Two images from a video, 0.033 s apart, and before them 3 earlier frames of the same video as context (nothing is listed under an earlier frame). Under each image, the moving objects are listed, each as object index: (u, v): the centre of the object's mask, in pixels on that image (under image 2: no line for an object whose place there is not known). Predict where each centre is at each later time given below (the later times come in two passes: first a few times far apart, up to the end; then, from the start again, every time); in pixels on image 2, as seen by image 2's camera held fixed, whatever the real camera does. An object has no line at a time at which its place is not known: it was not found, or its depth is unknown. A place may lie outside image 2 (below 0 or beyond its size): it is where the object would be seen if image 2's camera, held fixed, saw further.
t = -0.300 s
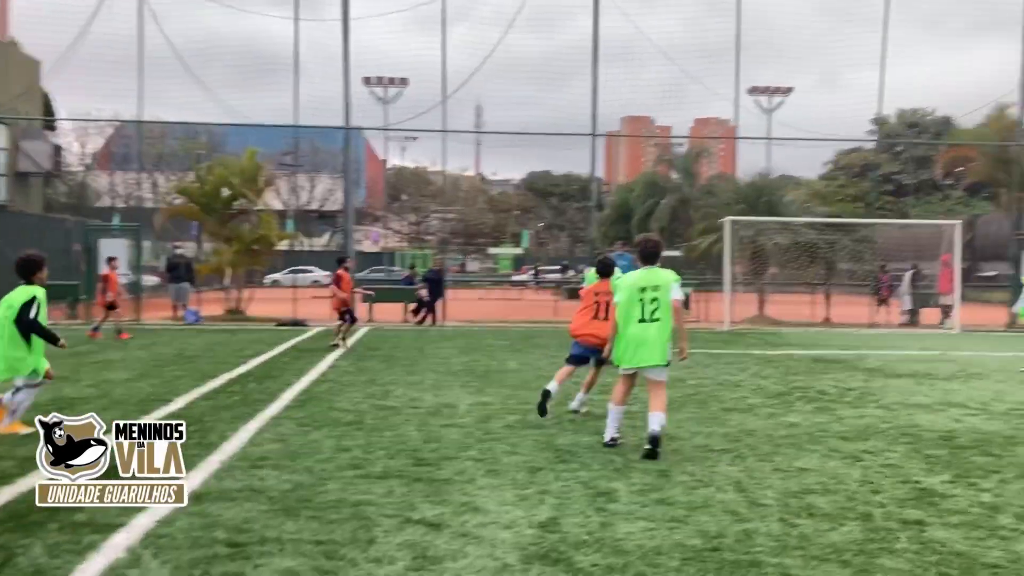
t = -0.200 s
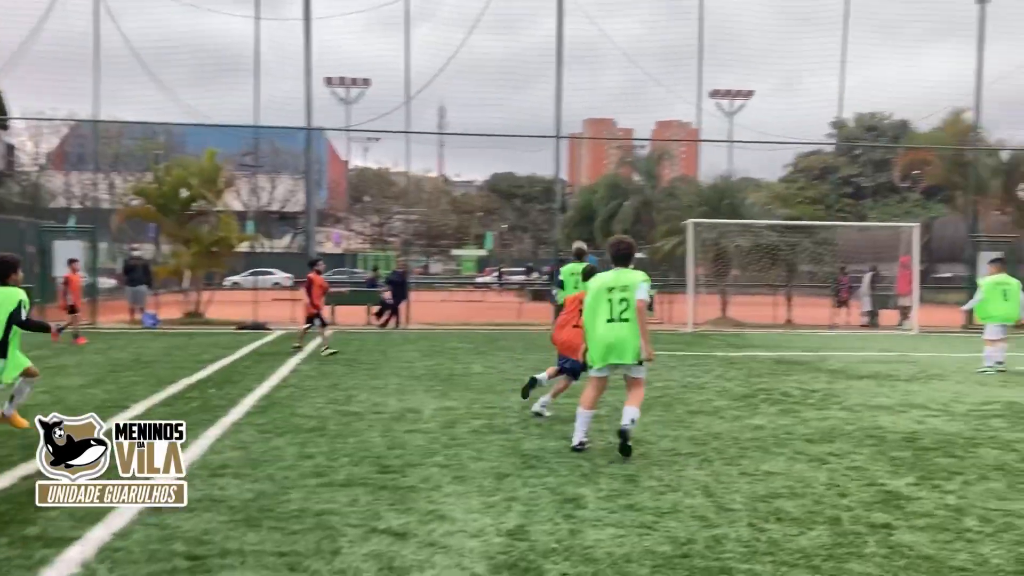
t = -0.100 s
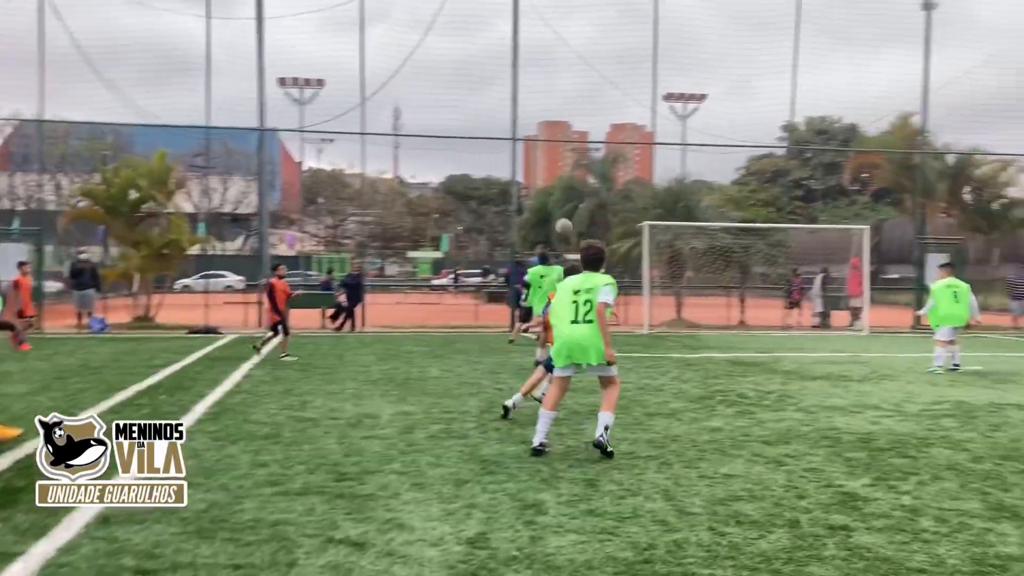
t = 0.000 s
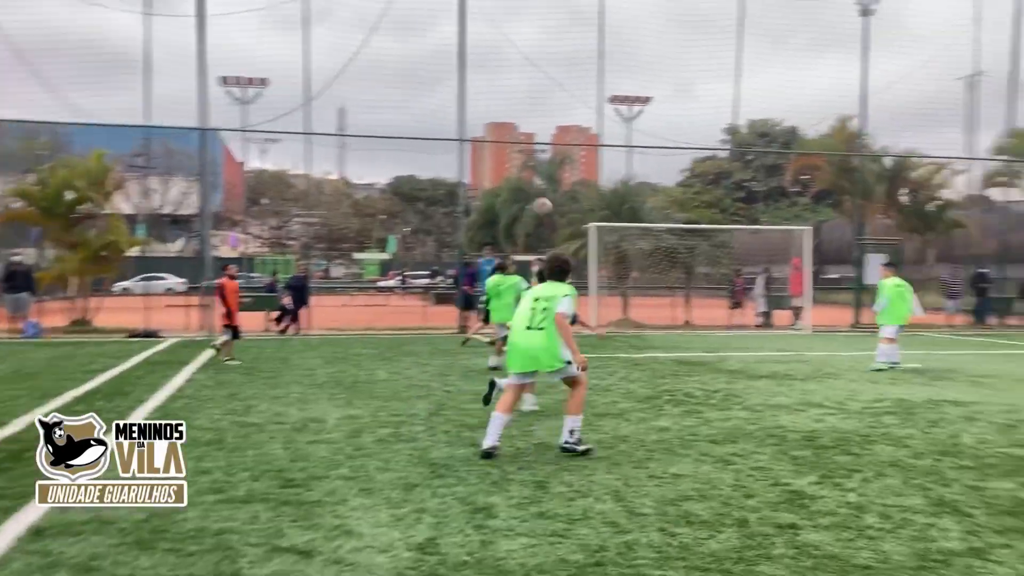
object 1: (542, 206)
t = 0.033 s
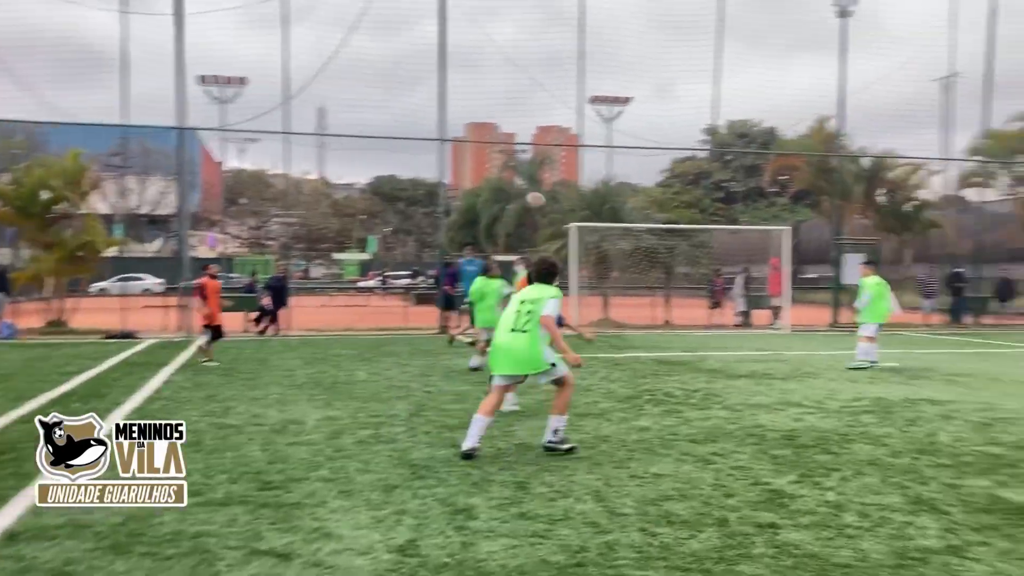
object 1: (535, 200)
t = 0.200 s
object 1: (603, 185)
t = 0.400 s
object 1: (712, 191)
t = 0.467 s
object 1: (760, 207)
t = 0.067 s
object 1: (547, 195)
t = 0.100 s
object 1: (560, 191)
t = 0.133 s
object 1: (571, 188)
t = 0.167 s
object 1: (587, 189)
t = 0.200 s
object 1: (603, 185)
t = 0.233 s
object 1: (621, 181)
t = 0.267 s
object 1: (636, 184)
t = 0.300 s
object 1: (647, 184)
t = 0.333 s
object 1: (672, 180)
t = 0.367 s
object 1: (692, 185)
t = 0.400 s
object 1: (712, 191)
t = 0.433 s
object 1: (736, 197)
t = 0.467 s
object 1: (760, 207)
